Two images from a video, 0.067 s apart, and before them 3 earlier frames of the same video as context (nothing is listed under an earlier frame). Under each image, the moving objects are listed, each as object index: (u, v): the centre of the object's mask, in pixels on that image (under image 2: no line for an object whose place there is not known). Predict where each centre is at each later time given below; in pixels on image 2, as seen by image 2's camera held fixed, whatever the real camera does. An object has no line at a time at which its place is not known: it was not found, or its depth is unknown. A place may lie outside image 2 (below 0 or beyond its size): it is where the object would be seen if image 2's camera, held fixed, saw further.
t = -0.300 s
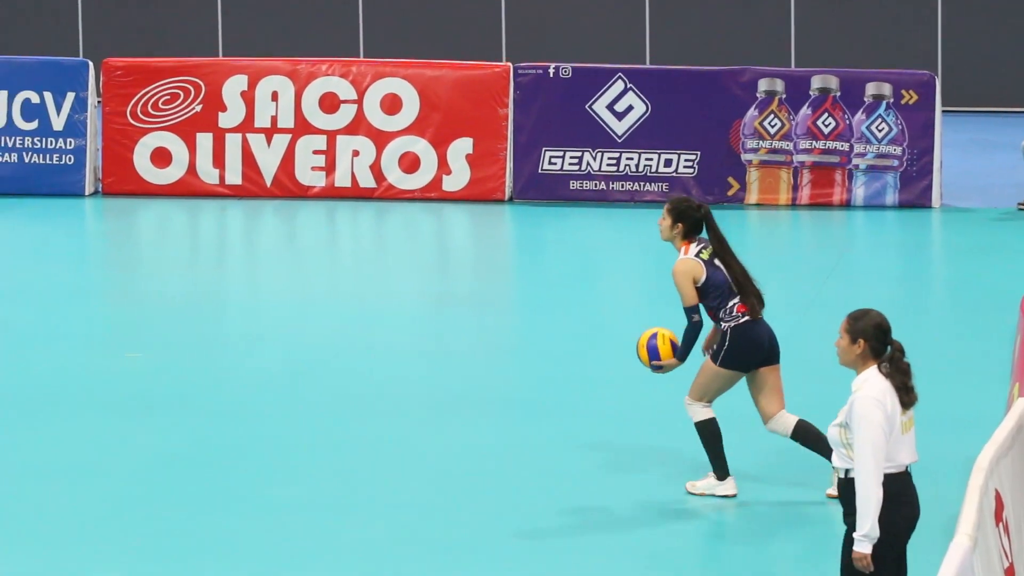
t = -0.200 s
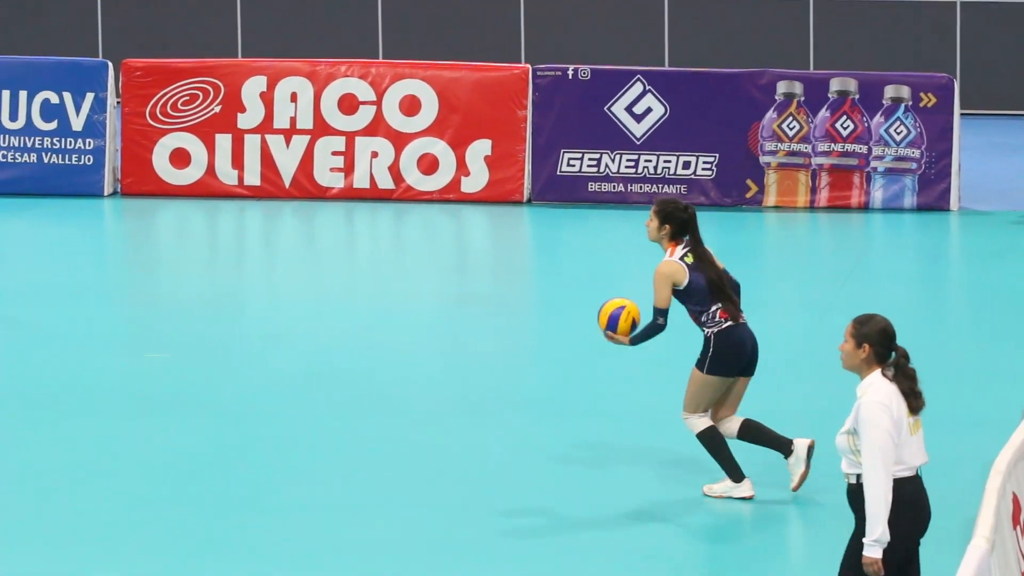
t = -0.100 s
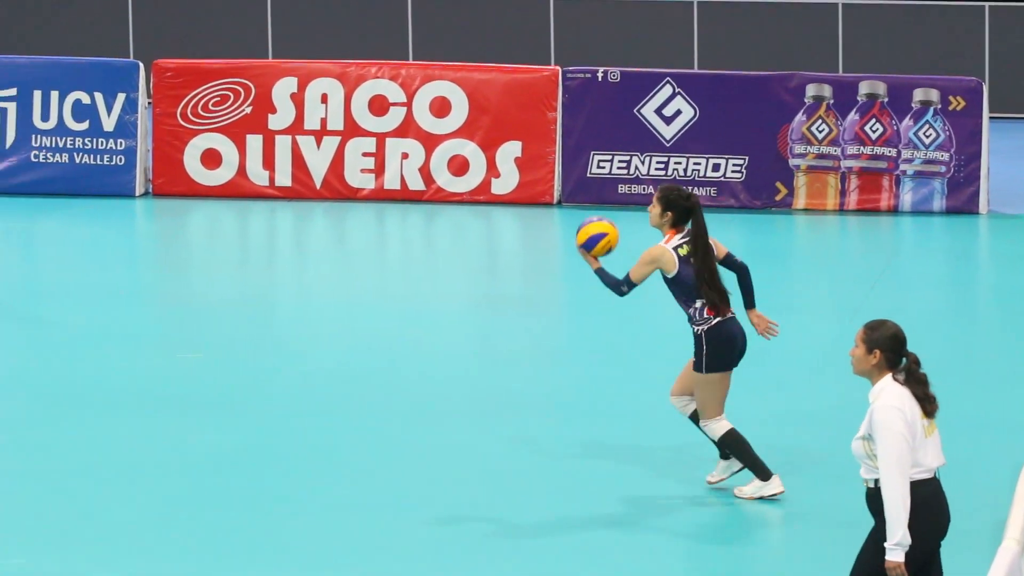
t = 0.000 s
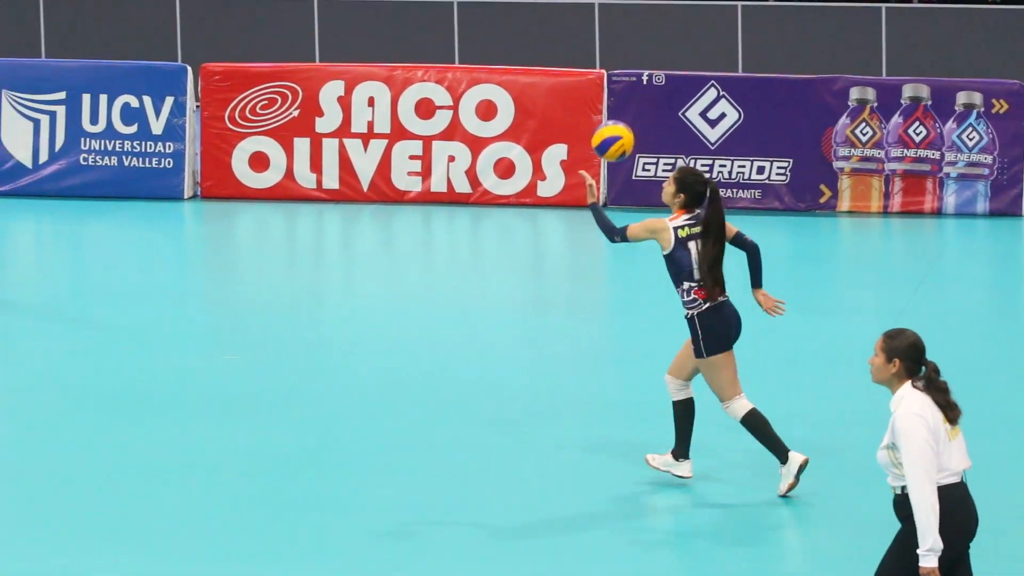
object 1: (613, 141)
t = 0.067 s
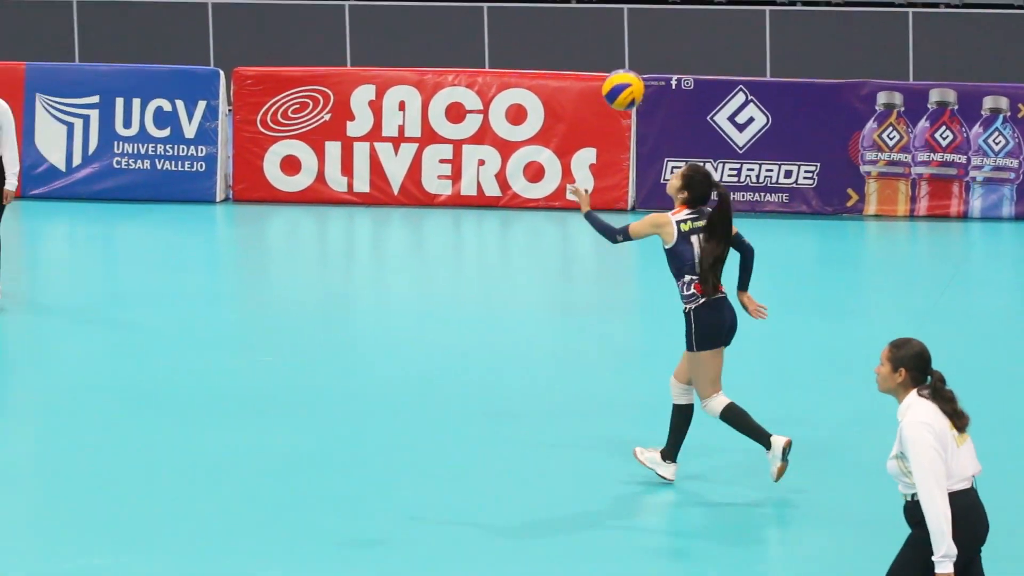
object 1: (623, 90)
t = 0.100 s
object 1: (614, 64)
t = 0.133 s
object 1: (605, 43)
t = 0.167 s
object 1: (596, 22)
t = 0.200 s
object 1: (587, 4)
